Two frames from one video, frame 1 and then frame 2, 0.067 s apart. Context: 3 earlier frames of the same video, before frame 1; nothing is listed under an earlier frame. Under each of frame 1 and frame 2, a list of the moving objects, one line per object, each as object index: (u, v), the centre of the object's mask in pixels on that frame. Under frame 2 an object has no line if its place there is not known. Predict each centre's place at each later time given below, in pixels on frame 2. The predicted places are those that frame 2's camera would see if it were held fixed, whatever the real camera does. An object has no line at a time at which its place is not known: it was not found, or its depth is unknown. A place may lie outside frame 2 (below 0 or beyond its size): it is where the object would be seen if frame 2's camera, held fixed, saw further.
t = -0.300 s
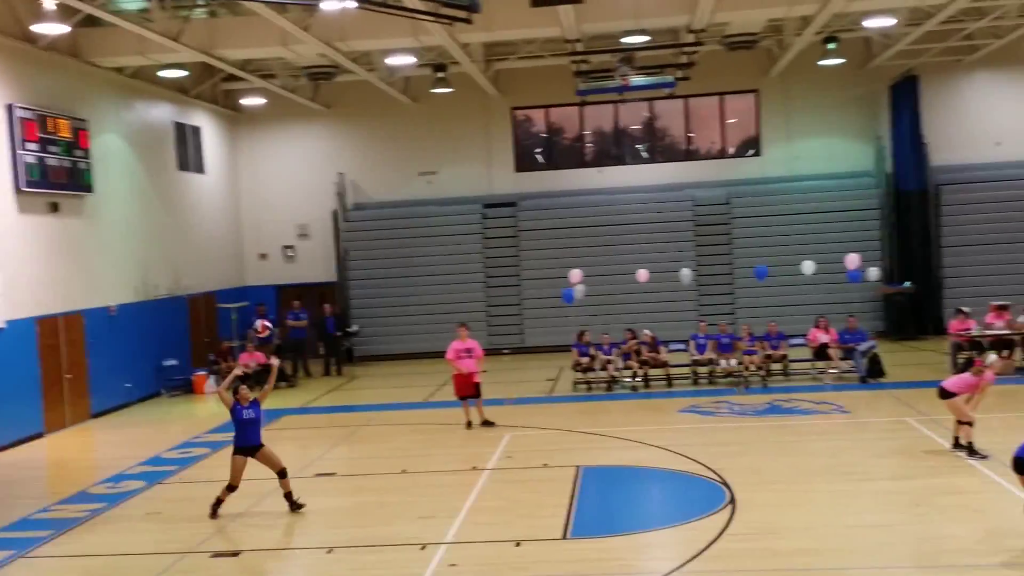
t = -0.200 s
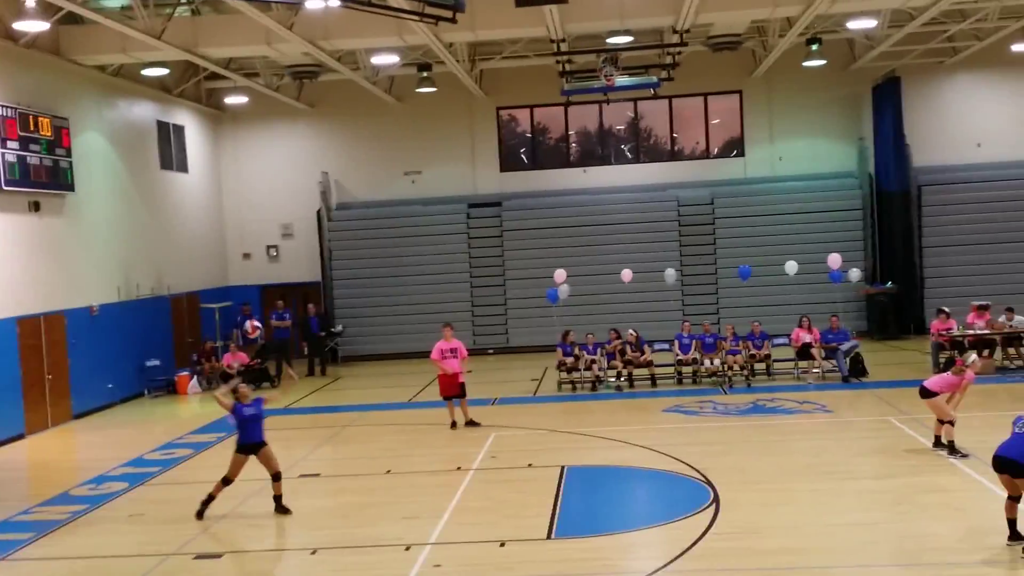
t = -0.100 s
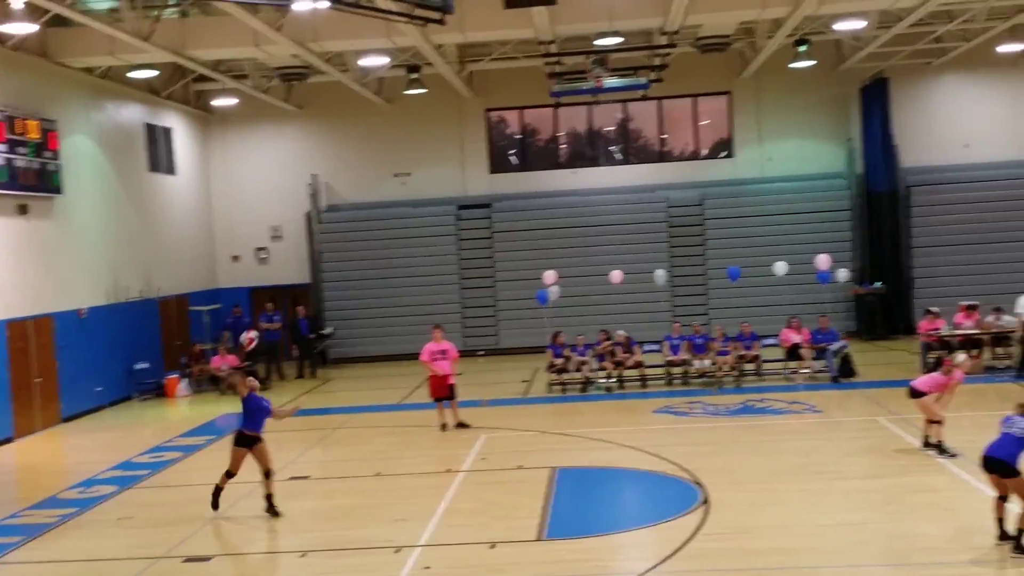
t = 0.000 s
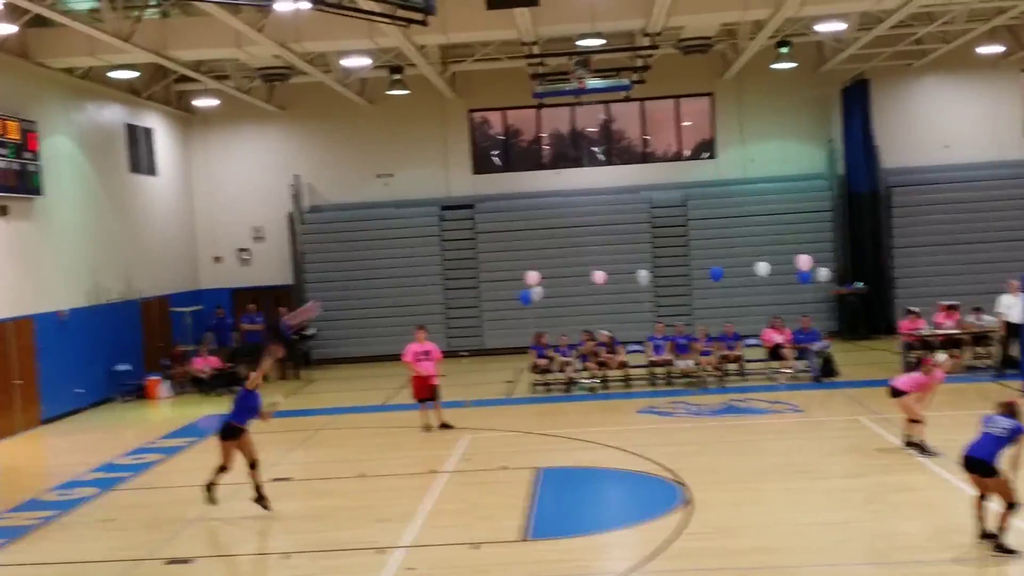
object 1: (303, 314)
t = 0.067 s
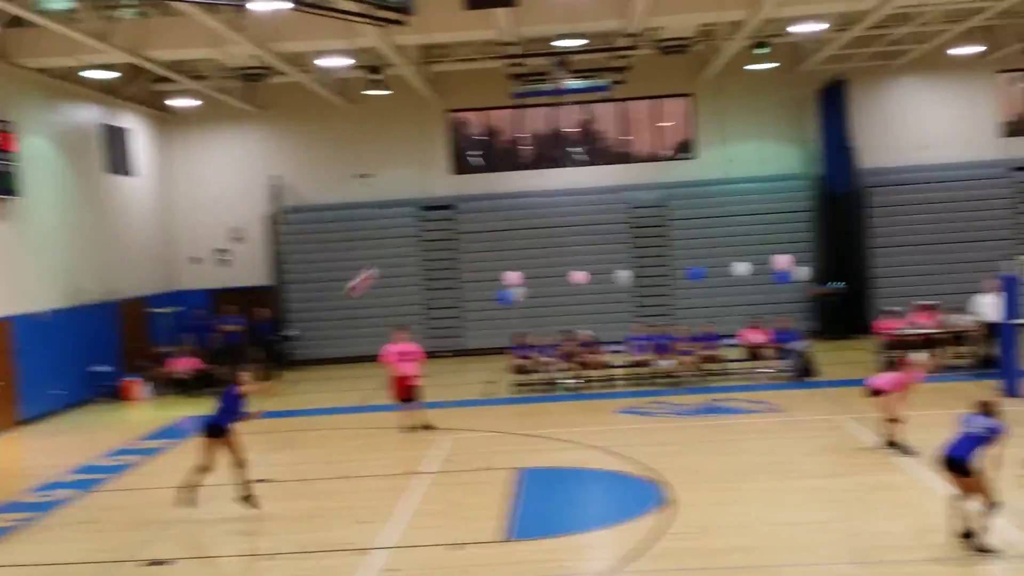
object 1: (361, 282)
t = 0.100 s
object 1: (397, 265)
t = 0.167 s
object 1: (477, 236)
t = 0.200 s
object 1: (518, 221)
